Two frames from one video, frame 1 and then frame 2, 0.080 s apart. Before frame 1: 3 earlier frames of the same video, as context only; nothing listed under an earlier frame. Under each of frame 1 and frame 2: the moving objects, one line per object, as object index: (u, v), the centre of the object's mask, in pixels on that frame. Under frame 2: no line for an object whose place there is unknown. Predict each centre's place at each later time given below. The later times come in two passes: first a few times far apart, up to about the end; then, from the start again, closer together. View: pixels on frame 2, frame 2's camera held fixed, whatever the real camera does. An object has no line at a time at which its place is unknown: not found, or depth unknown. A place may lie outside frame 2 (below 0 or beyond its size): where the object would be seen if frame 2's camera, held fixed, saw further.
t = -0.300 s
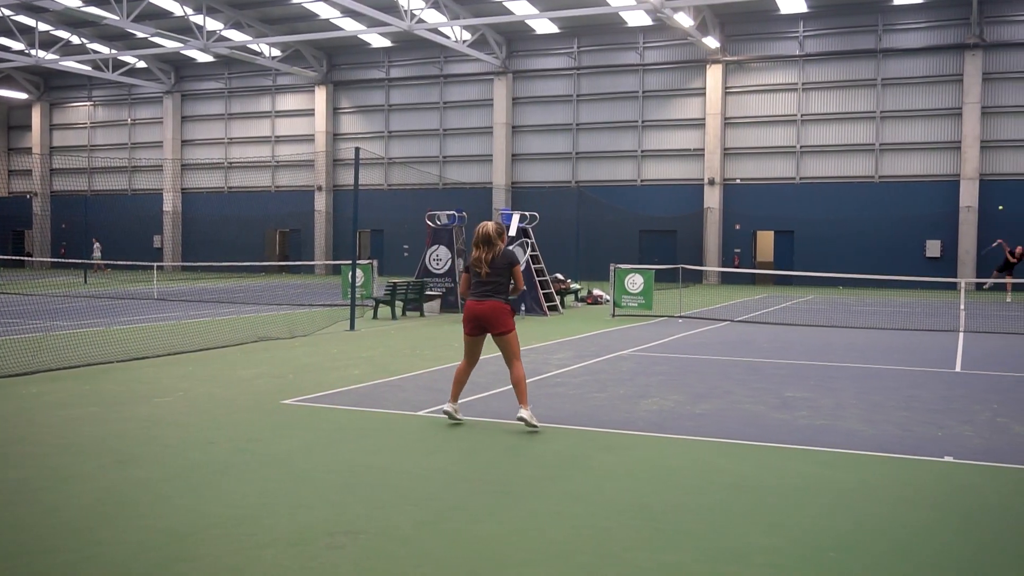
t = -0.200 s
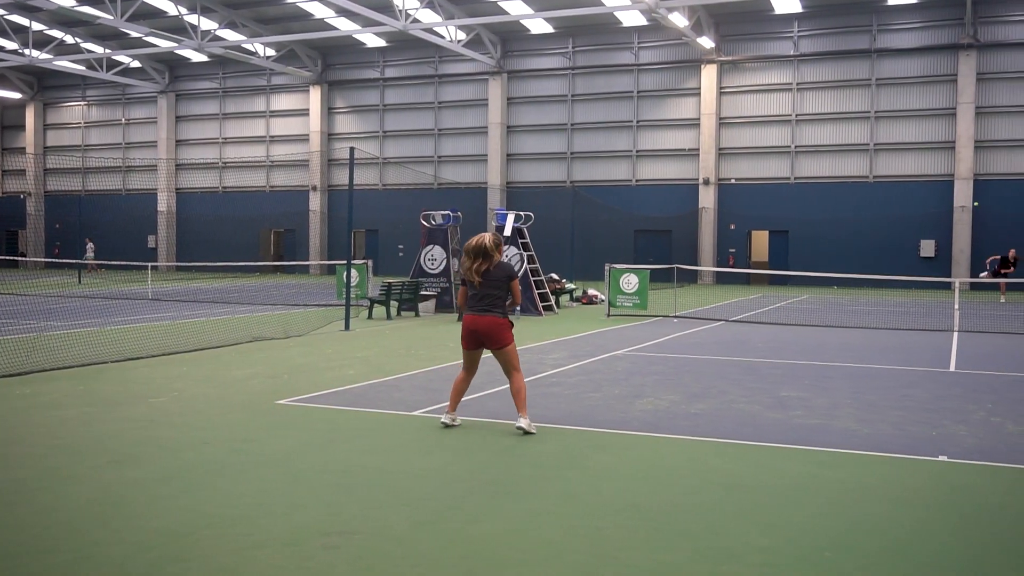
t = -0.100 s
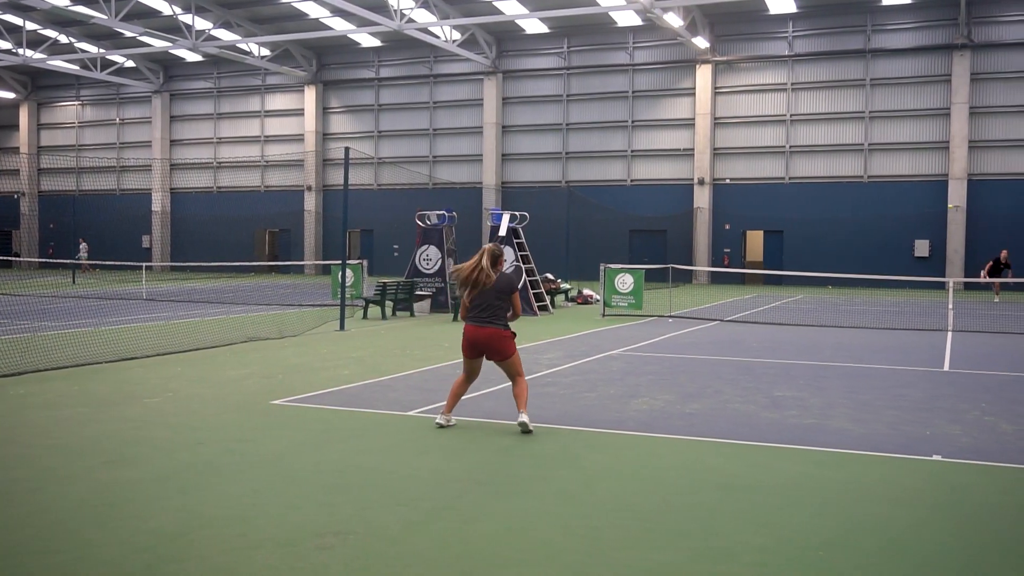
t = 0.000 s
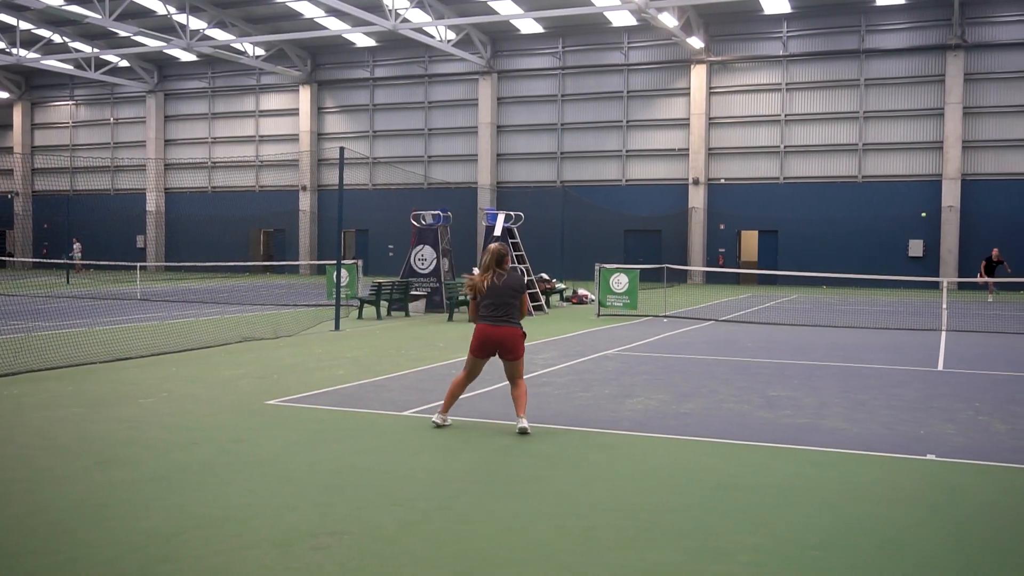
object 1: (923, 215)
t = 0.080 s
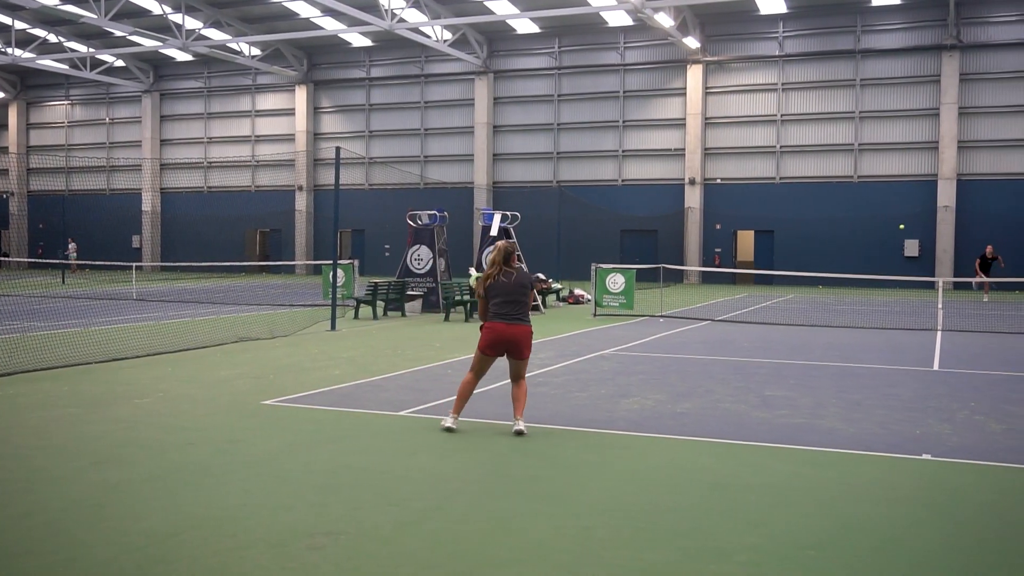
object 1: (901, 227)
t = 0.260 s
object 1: (858, 277)
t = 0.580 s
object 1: (772, 289)
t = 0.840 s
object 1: (685, 243)
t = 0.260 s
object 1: (858, 277)
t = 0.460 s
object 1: (804, 326)
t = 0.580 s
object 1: (772, 289)
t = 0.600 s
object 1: (766, 284)
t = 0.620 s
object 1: (760, 279)
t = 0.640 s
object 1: (754, 275)
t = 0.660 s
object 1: (747, 269)
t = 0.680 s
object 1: (741, 265)
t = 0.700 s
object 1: (735, 261)
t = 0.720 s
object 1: (728, 258)
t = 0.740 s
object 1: (721, 254)
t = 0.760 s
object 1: (715, 251)
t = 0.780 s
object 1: (707, 249)
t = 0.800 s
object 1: (700, 246)
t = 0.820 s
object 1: (692, 244)
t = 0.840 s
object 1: (685, 243)
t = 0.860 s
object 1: (677, 241)
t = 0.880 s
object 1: (668, 241)
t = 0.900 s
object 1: (660, 240)
